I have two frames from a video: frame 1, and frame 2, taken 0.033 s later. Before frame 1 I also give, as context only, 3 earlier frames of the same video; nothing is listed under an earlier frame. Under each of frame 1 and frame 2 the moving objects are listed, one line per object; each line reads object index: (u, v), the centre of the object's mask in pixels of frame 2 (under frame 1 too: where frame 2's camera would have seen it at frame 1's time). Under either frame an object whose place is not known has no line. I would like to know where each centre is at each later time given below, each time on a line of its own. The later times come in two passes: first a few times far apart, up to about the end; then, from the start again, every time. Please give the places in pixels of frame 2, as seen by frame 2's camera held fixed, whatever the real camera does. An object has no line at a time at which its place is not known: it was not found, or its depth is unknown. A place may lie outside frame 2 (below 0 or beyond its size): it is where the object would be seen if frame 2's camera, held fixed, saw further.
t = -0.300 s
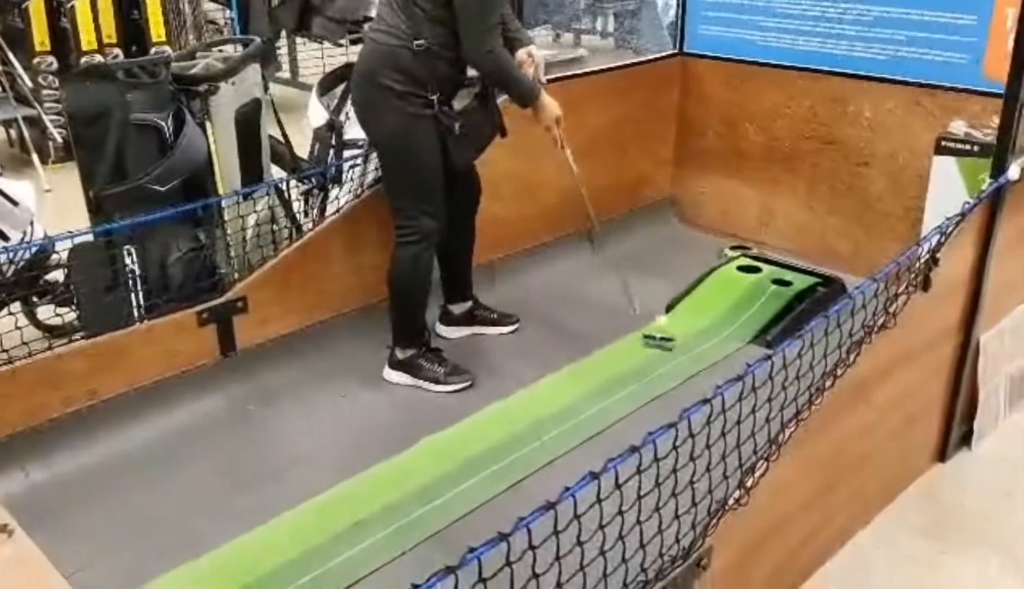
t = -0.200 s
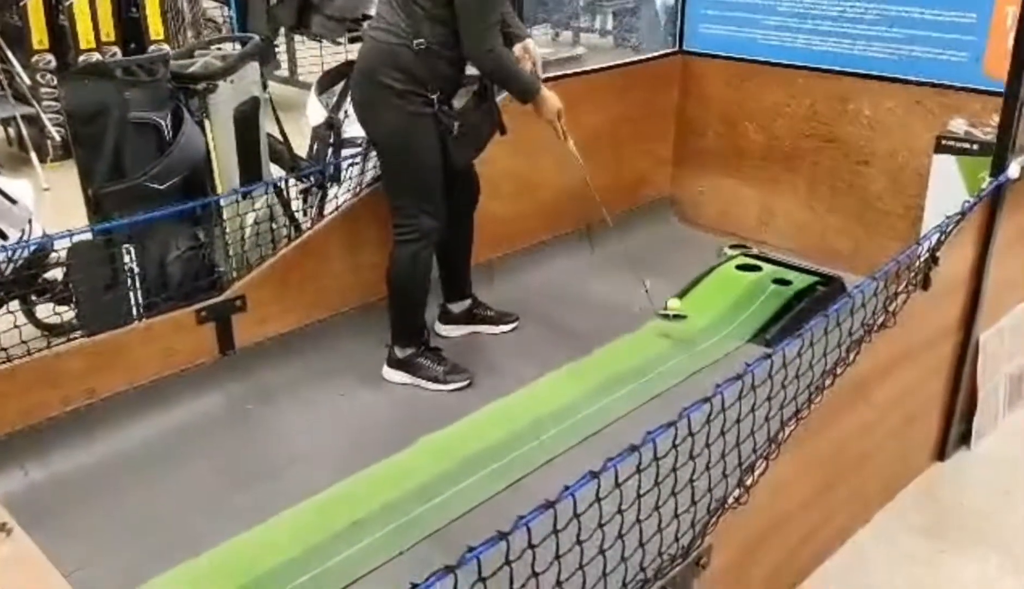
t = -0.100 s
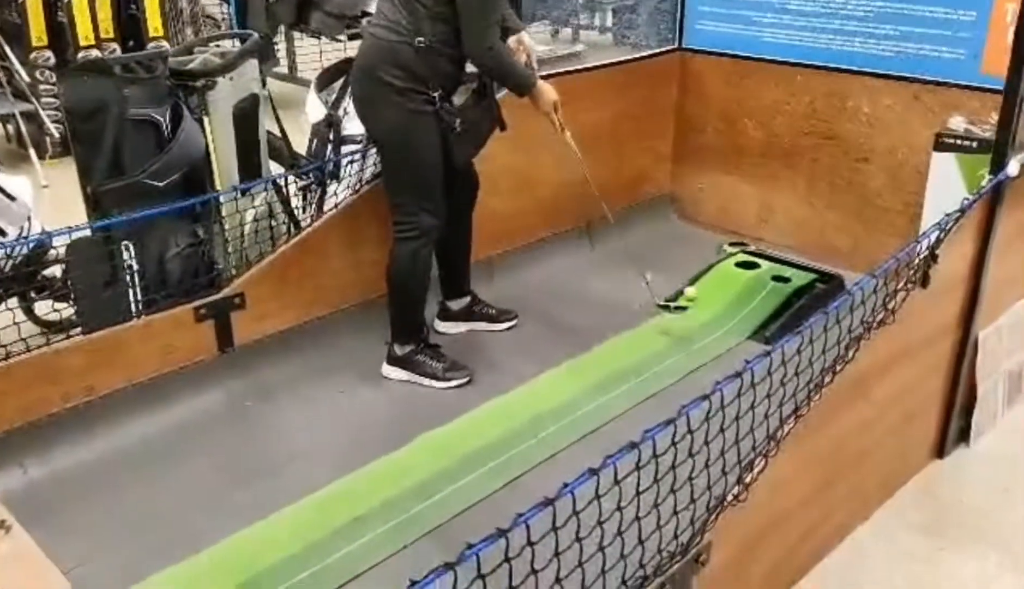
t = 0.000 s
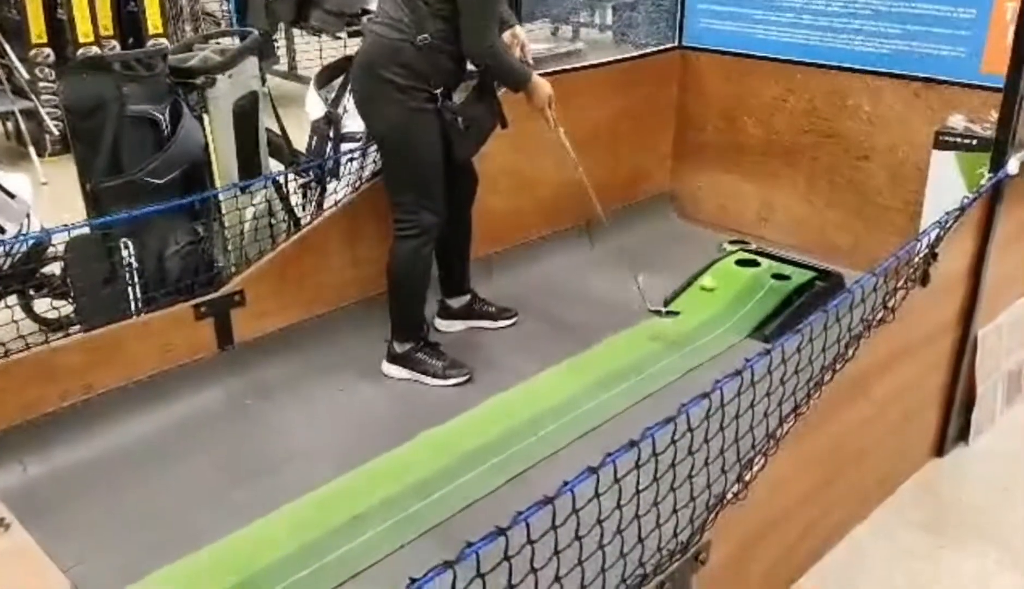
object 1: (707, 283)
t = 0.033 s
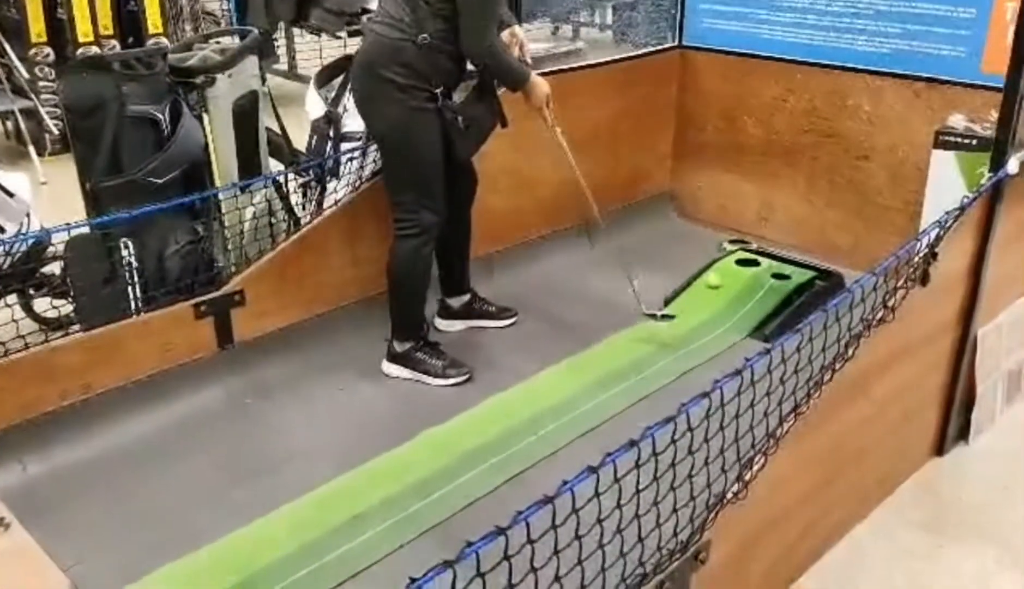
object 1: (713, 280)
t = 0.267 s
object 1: (739, 280)
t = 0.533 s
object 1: (740, 300)
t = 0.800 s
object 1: (721, 330)
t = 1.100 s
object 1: (697, 356)
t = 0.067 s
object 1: (718, 279)
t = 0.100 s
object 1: (723, 279)
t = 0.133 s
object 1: (728, 278)
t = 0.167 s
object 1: (731, 277)
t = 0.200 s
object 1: (733, 277)
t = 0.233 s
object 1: (736, 278)
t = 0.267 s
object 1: (739, 280)
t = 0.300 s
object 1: (740, 281)
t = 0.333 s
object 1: (741, 283)
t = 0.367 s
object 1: (742, 285)
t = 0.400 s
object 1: (743, 288)
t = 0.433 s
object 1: (743, 290)
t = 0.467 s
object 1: (742, 293)
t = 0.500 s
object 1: (742, 297)
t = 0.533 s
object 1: (740, 300)
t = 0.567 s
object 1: (739, 303)
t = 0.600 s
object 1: (737, 307)
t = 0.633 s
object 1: (736, 311)
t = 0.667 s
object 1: (733, 315)
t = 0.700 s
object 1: (730, 318)
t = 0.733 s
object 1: (728, 323)
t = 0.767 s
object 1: (725, 327)
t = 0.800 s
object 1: (721, 330)
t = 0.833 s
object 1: (718, 333)
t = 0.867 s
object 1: (715, 336)
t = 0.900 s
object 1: (713, 339)
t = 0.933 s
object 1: (709, 342)
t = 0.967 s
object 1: (706, 345)
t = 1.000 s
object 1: (704, 347)
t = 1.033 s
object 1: (701, 350)
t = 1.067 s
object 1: (698, 353)
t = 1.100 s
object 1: (697, 356)
